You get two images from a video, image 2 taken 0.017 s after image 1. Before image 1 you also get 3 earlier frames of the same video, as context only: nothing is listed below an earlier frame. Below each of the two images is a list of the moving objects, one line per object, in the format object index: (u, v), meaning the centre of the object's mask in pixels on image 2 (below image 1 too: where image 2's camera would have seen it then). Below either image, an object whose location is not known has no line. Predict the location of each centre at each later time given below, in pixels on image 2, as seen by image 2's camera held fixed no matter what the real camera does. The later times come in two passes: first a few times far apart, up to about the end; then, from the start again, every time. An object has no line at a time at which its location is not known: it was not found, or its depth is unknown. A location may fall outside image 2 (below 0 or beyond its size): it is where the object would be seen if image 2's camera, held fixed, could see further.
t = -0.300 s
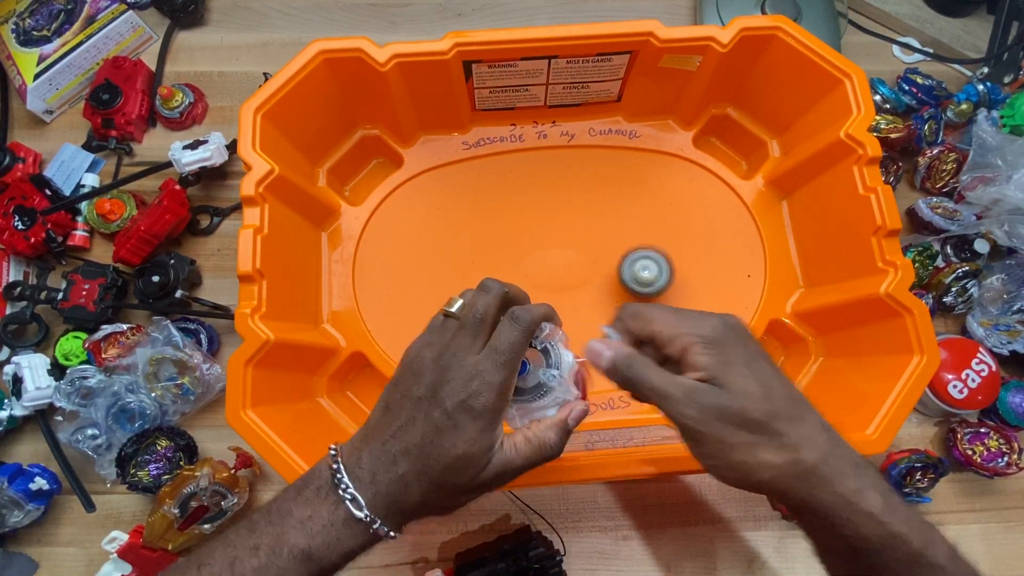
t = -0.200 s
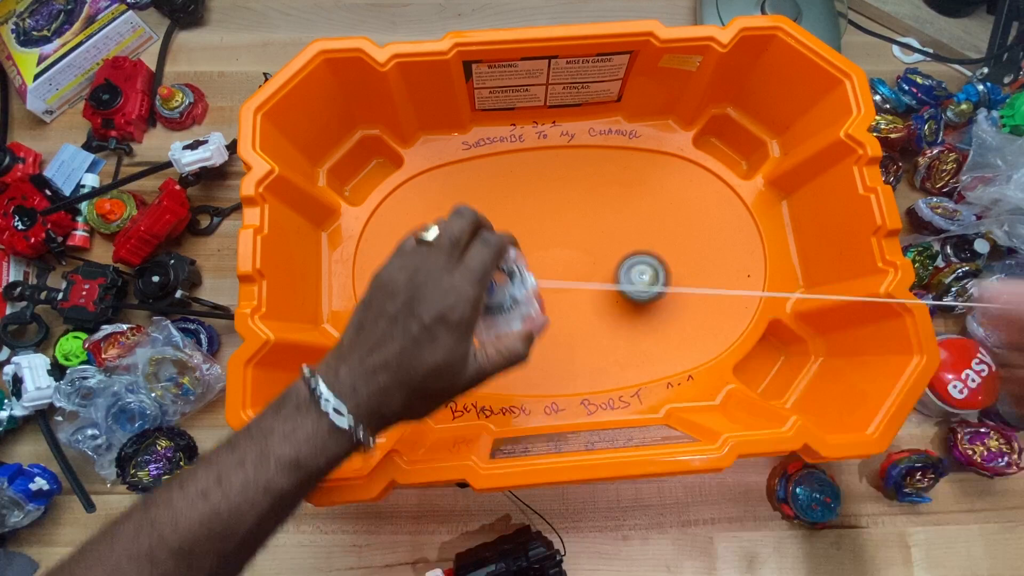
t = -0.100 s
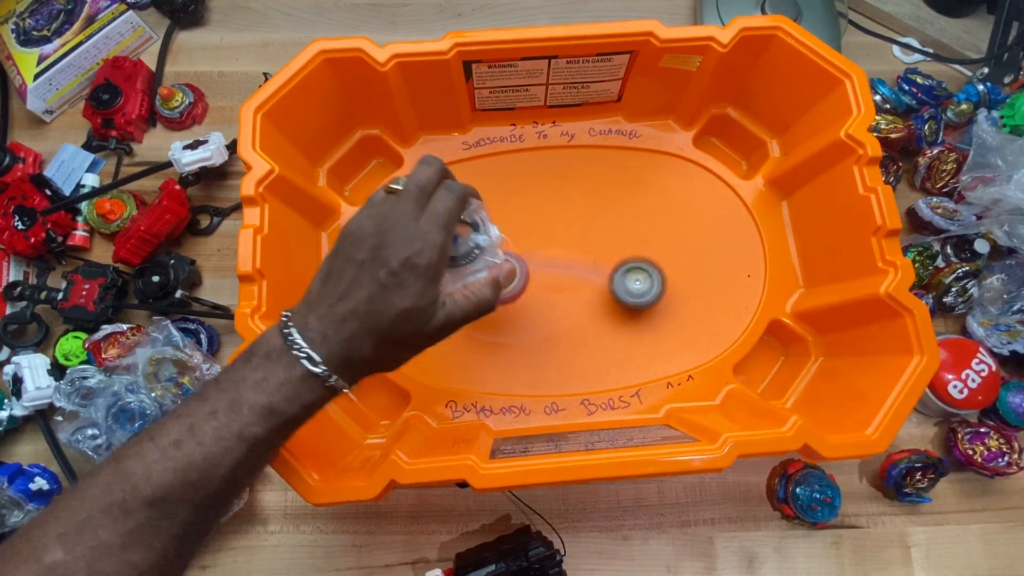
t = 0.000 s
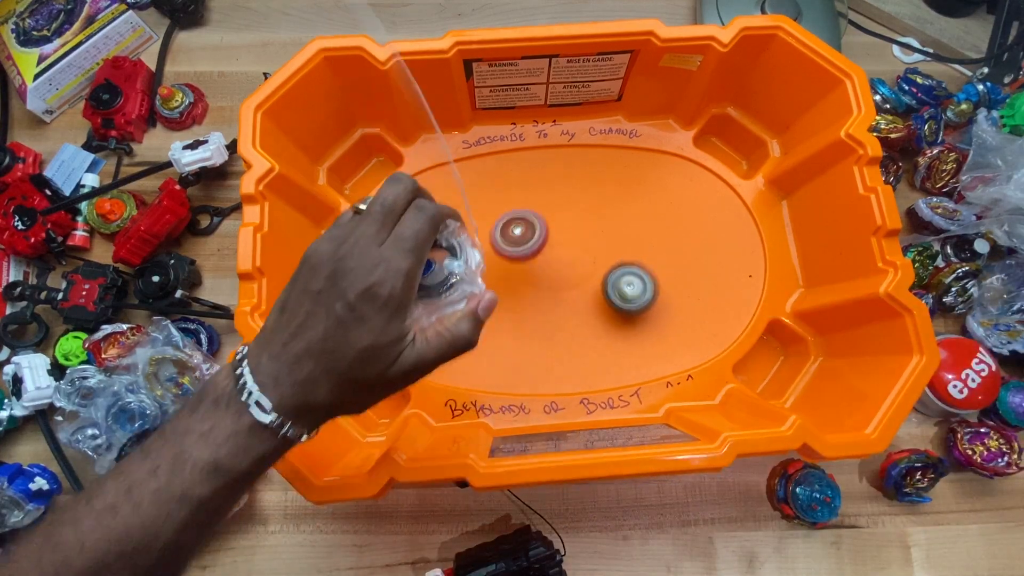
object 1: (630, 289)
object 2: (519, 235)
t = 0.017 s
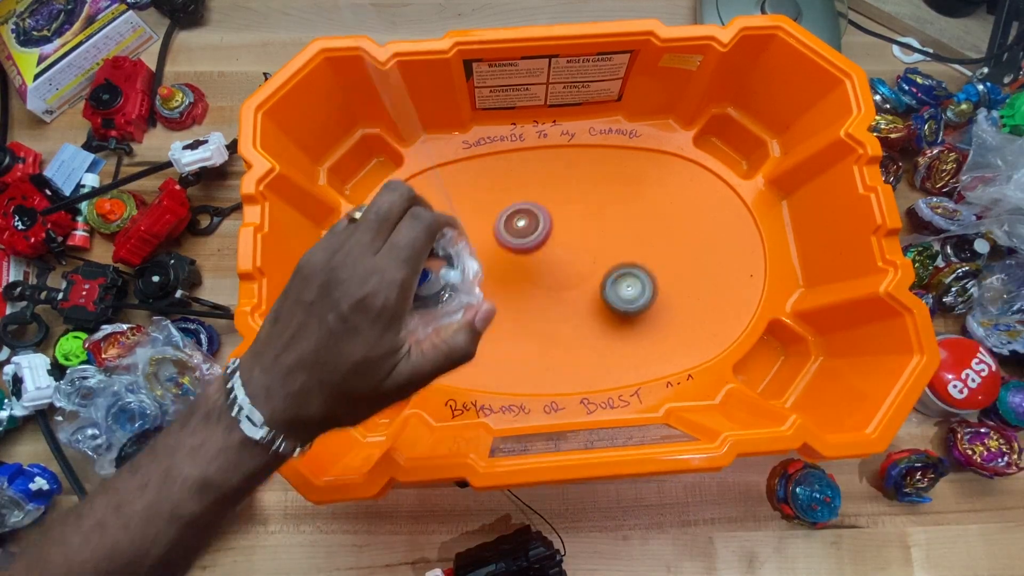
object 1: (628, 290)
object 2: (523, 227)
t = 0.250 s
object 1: (613, 306)
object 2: (589, 170)
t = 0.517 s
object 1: (605, 292)
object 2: (668, 206)
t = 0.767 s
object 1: (551, 283)
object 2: (689, 274)
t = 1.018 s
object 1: (509, 298)
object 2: (653, 254)
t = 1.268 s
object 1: (526, 305)
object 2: (611, 186)
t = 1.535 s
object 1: (533, 253)
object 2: (597, 186)
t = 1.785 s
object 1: (488, 232)
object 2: (609, 238)
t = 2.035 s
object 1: (495, 294)
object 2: (597, 249)
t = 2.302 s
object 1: (627, 251)
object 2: (566, 211)
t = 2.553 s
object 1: (639, 146)
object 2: (584, 178)
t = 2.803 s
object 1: (610, 148)
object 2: (574, 242)
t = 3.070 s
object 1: (549, 218)
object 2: (517, 295)
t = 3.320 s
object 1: (585, 253)
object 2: (444, 299)
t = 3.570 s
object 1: (658, 229)
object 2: (445, 191)
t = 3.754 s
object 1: (618, 189)
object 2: (547, 145)
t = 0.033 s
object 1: (627, 291)
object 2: (527, 221)
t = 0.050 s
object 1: (626, 291)
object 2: (530, 215)
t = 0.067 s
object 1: (624, 292)
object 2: (534, 211)
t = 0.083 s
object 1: (623, 294)
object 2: (537, 207)
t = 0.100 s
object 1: (622, 294)
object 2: (539, 206)
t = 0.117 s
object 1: (621, 295)
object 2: (543, 203)
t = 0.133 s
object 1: (619, 298)
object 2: (549, 194)
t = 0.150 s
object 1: (618, 299)
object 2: (556, 187)
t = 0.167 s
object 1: (617, 301)
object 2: (562, 181)
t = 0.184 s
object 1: (615, 302)
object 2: (568, 176)
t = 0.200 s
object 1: (615, 303)
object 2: (574, 173)
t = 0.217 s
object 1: (614, 305)
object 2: (579, 170)
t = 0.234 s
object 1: (613, 305)
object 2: (584, 169)
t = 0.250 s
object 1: (613, 306)
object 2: (589, 170)
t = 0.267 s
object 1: (613, 307)
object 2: (592, 171)
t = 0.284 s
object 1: (613, 307)
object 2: (598, 170)
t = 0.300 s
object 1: (613, 307)
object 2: (605, 167)
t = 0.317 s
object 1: (614, 308)
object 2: (612, 168)
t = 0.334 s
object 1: (615, 310)
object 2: (618, 168)
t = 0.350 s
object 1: (615, 310)
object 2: (623, 170)
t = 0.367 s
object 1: (615, 309)
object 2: (628, 173)
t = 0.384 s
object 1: (616, 308)
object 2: (631, 177)
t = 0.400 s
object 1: (616, 307)
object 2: (637, 179)
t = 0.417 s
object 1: (616, 306)
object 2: (643, 180)
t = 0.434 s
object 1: (615, 304)
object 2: (648, 184)
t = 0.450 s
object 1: (614, 301)
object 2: (652, 188)
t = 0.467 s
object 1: (613, 298)
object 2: (656, 193)
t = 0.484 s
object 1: (611, 296)
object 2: (660, 197)
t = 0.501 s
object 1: (608, 294)
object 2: (665, 201)
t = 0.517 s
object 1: (605, 292)
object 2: (668, 206)
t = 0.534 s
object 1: (602, 289)
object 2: (671, 212)
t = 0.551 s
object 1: (599, 288)
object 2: (675, 216)
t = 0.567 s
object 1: (595, 286)
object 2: (678, 221)
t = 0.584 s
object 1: (591, 284)
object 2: (680, 227)
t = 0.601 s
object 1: (587, 282)
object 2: (682, 232)
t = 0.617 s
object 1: (583, 281)
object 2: (684, 237)
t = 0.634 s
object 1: (580, 279)
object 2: (685, 243)
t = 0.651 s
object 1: (576, 279)
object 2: (687, 248)
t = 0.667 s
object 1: (572, 279)
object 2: (688, 253)
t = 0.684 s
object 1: (568, 278)
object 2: (688, 257)
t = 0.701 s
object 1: (565, 279)
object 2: (689, 261)
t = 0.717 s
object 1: (562, 280)
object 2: (689, 265)
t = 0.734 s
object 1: (558, 281)
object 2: (689, 269)
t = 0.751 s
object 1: (554, 282)
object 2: (689, 272)
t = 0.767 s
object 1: (551, 283)
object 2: (689, 274)
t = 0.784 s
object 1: (547, 284)
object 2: (689, 276)
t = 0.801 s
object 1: (543, 286)
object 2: (688, 278)
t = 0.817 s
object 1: (540, 287)
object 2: (686, 278)
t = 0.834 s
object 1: (536, 287)
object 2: (685, 279)
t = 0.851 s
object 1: (533, 287)
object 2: (683, 279)
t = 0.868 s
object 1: (530, 288)
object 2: (681, 278)
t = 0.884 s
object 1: (527, 290)
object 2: (678, 278)
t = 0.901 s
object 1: (524, 290)
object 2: (676, 276)
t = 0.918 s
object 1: (521, 291)
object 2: (673, 274)
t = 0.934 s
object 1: (518, 292)
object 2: (670, 271)
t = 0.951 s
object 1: (516, 293)
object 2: (666, 268)
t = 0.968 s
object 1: (514, 294)
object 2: (663, 265)
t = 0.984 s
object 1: (512, 296)
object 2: (660, 262)
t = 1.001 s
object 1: (510, 297)
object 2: (656, 258)
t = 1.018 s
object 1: (509, 298)
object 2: (653, 254)
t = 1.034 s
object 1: (508, 299)
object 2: (649, 249)
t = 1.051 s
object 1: (507, 301)
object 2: (646, 245)
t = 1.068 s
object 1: (506, 303)
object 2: (643, 239)
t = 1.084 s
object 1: (506, 304)
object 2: (639, 234)
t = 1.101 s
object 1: (506, 305)
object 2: (636, 229)
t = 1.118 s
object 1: (506, 306)
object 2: (633, 225)
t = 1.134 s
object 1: (507, 308)
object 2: (630, 220)
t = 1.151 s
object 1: (508, 309)
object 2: (627, 215)
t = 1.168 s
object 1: (510, 310)
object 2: (624, 210)
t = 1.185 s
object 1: (512, 311)
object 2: (622, 205)
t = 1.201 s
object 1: (514, 311)
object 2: (619, 201)
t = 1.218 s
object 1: (517, 310)
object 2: (617, 197)
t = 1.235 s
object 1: (520, 309)
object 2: (615, 193)
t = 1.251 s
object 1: (523, 307)
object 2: (613, 189)
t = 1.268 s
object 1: (526, 305)
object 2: (611, 186)
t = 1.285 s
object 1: (529, 303)
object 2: (609, 183)
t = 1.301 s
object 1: (531, 300)
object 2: (607, 180)
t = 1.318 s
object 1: (533, 296)
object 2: (605, 178)
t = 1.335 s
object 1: (535, 292)
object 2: (604, 176)
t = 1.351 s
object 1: (537, 288)
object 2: (603, 175)
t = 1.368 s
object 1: (539, 285)
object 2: (601, 174)
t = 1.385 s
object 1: (539, 281)
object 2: (600, 174)
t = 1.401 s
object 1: (540, 278)
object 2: (599, 174)
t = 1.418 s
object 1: (540, 274)
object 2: (598, 174)
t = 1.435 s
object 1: (540, 270)
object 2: (598, 174)
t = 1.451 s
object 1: (540, 267)
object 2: (597, 176)
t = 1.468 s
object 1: (539, 264)
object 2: (597, 177)
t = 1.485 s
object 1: (538, 261)
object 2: (597, 179)
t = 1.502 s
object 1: (537, 258)
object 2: (597, 182)
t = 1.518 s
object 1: (536, 256)
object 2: (597, 184)
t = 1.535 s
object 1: (533, 253)
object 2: (597, 186)
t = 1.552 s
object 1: (532, 250)
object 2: (597, 190)
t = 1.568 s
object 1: (530, 247)
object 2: (598, 193)
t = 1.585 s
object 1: (528, 244)
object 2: (598, 196)
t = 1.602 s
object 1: (526, 242)
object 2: (599, 200)
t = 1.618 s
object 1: (524, 241)
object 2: (600, 203)
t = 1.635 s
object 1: (521, 239)
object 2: (601, 207)
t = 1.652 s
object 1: (518, 238)
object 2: (602, 211)
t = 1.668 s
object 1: (515, 236)
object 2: (603, 215)
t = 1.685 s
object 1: (512, 234)
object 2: (604, 218)
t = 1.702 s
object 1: (508, 232)
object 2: (605, 222)
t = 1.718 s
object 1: (505, 231)
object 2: (606, 226)
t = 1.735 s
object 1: (501, 231)
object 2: (607, 229)
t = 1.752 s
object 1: (496, 231)
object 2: (608, 232)
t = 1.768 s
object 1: (492, 231)
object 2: (609, 235)
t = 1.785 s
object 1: (488, 232)
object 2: (609, 238)
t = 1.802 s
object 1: (484, 234)
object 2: (610, 240)
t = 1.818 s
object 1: (479, 236)
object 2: (610, 243)
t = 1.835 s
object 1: (476, 239)
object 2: (610, 245)
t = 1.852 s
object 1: (473, 242)
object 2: (610, 247)
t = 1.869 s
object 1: (470, 246)
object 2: (610, 248)
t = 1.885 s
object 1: (469, 251)
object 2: (610, 250)
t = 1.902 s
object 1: (468, 256)
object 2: (609, 251)
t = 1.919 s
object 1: (468, 261)
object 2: (608, 252)
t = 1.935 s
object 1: (469, 267)
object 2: (607, 252)
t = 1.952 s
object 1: (470, 272)
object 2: (606, 252)
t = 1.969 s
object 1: (473, 277)
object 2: (605, 252)
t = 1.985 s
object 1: (477, 282)
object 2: (603, 252)
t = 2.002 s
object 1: (482, 287)
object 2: (601, 251)
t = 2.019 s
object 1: (488, 291)
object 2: (599, 251)
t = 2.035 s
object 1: (495, 294)
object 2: (597, 249)
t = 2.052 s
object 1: (502, 296)
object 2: (595, 248)
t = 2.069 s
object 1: (510, 299)
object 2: (593, 246)
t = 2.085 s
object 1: (519, 300)
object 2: (590, 245)
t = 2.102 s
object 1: (527, 301)
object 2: (588, 243)
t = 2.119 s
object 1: (536, 301)
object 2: (586, 241)
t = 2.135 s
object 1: (545, 300)
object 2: (584, 239)
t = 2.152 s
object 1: (555, 298)
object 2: (581, 236)
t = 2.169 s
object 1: (564, 296)
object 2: (579, 234)
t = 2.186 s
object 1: (573, 293)
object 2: (577, 231)
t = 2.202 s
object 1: (582, 288)
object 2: (575, 229)
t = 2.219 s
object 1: (590, 284)
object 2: (573, 226)
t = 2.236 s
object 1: (598, 279)
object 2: (571, 223)
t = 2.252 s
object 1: (606, 273)
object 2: (569, 221)
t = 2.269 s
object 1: (613, 266)
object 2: (568, 217)
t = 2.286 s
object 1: (620, 259)
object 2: (567, 214)
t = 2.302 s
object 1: (627, 251)
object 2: (566, 211)
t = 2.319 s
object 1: (633, 243)
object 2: (565, 208)
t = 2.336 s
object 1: (639, 236)
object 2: (565, 204)
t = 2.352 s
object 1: (643, 228)
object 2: (565, 201)
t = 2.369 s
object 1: (646, 220)
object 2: (565, 198)
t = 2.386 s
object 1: (649, 212)
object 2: (565, 196)
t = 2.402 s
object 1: (651, 205)
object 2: (566, 193)
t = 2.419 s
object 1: (653, 197)
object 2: (567, 190)
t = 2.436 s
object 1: (653, 189)
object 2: (568, 188)
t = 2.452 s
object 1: (653, 182)
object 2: (570, 185)
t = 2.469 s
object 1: (653, 174)
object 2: (572, 184)
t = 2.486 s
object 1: (651, 167)
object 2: (574, 182)
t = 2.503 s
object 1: (649, 161)
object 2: (576, 180)
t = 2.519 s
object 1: (646, 156)
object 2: (578, 179)
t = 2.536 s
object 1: (643, 150)
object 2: (581, 178)
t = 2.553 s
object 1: (639, 146)
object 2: (584, 178)
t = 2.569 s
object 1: (634, 143)
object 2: (588, 177)
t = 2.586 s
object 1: (631, 141)
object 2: (590, 178)
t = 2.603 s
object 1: (632, 136)
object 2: (589, 183)
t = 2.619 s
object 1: (633, 132)
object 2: (587, 188)
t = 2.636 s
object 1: (634, 128)
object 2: (585, 193)
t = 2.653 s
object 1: (633, 125)
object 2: (584, 199)
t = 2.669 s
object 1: (633, 123)
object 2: (582, 204)
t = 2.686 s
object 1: (631, 125)
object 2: (581, 210)
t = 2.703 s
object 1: (629, 127)
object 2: (580, 215)
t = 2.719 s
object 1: (627, 130)
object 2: (580, 220)
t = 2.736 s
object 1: (624, 132)
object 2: (579, 224)
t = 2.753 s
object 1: (621, 135)
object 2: (578, 229)
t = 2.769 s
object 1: (618, 139)
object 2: (577, 234)
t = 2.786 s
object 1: (615, 142)
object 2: (576, 238)
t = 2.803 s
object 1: (610, 148)
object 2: (574, 242)
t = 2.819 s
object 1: (607, 153)
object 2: (572, 245)
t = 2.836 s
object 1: (602, 159)
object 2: (571, 248)
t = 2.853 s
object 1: (597, 164)
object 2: (569, 252)
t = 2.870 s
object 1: (592, 170)
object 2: (566, 254)
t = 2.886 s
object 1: (587, 176)
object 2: (564, 256)
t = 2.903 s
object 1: (582, 183)
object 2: (561, 259)
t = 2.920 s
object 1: (576, 189)
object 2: (558, 260)
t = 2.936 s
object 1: (571, 194)
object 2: (555, 262)
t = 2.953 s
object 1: (566, 201)
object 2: (551, 263)
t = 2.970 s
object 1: (562, 207)
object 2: (547, 264)
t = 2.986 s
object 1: (558, 211)
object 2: (543, 267)
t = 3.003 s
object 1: (555, 212)
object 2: (538, 273)
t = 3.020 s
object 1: (553, 213)
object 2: (533, 279)
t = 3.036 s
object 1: (551, 214)
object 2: (528, 285)
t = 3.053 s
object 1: (550, 216)
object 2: (522, 290)
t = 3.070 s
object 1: (549, 218)
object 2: (517, 295)
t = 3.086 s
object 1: (548, 220)
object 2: (511, 299)
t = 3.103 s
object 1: (548, 222)
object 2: (505, 303)
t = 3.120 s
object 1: (548, 224)
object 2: (500, 306)
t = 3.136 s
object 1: (549, 226)
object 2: (494, 308)
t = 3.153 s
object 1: (550, 229)
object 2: (489, 310)
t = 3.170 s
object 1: (552, 232)
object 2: (483, 312)
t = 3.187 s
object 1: (554, 235)
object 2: (478, 313)
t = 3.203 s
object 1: (556, 238)
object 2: (473, 313)
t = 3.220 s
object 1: (559, 241)
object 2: (468, 313)
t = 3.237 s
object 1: (562, 243)
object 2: (464, 312)
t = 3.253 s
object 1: (566, 245)
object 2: (459, 310)
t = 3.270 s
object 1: (570, 247)
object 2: (455, 308)
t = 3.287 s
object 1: (574, 249)
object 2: (451, 306)
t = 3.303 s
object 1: (579, 251)
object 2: (448, 303)
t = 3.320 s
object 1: (585, 253)
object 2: (444, 299)
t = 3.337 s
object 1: (590, 254)
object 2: (441, 295)
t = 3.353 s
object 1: (597, 255)
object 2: (439, 290)
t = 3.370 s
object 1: (604, 257)
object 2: (436, 284)
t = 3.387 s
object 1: (611, 257)
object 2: (434, 278)
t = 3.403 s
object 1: (618, 257)
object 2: (433, 272)
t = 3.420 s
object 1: (624, 256)
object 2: (432, 265)
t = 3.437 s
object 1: (630, 255)
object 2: (431, 258)
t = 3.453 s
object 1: (636, 253)
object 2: (431, 251)
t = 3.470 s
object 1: (641, 251)
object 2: (431, 243)
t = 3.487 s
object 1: (645, 248)
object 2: (432, 234)
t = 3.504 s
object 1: (649, 245)
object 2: (433, 227)
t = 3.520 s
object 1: (652, 242)
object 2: (434, 218)
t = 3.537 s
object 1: (655, 238)
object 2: (437, 209)
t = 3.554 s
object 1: (657, 234)
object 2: (440, 200)
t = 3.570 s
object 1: (658, 229)
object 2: (445, 191)
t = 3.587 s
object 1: (659, 225)
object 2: (450, 182)
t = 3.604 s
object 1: (659, 220)
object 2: (456, 173)
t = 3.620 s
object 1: (658, 214)
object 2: (463, 165)
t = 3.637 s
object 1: (656, 209)
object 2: (470, 157)
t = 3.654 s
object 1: (653, 205)
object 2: (479, 150)
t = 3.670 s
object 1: (649, 200)
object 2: (488, 145)
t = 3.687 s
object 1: (644, 196)
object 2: (500, 142)
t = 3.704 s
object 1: (638, 193)
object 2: (511, 142)
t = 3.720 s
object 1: (632, 191)
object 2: (522, 142)
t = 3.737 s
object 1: (625, 190)
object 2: (535, 143)
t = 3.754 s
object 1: (618, 189)
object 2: (547, 145)
